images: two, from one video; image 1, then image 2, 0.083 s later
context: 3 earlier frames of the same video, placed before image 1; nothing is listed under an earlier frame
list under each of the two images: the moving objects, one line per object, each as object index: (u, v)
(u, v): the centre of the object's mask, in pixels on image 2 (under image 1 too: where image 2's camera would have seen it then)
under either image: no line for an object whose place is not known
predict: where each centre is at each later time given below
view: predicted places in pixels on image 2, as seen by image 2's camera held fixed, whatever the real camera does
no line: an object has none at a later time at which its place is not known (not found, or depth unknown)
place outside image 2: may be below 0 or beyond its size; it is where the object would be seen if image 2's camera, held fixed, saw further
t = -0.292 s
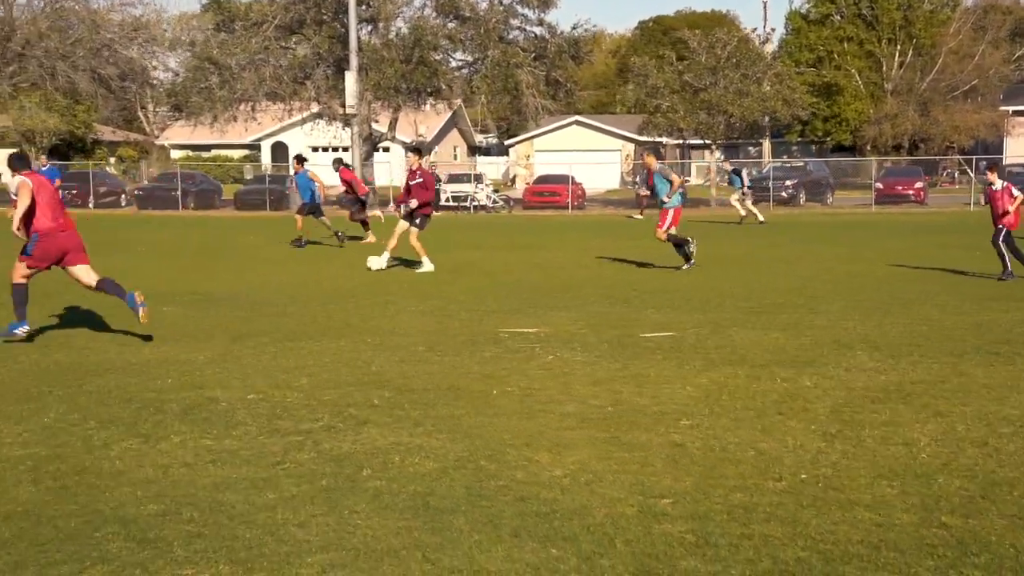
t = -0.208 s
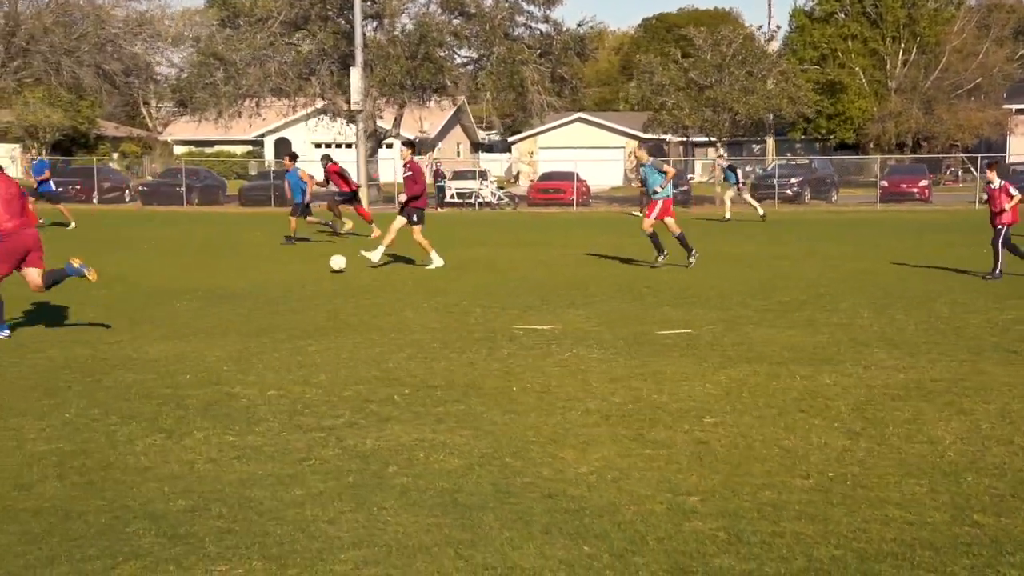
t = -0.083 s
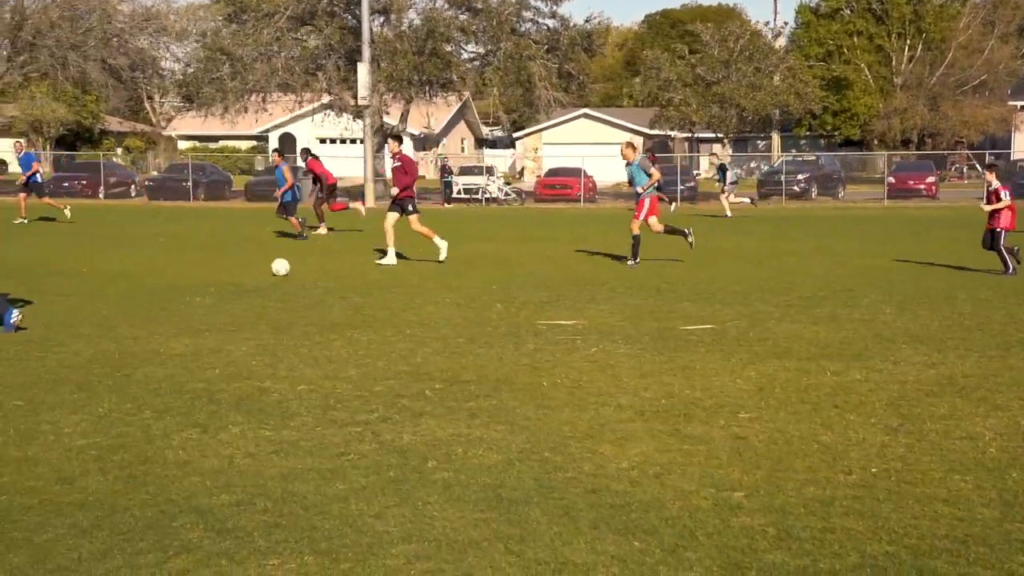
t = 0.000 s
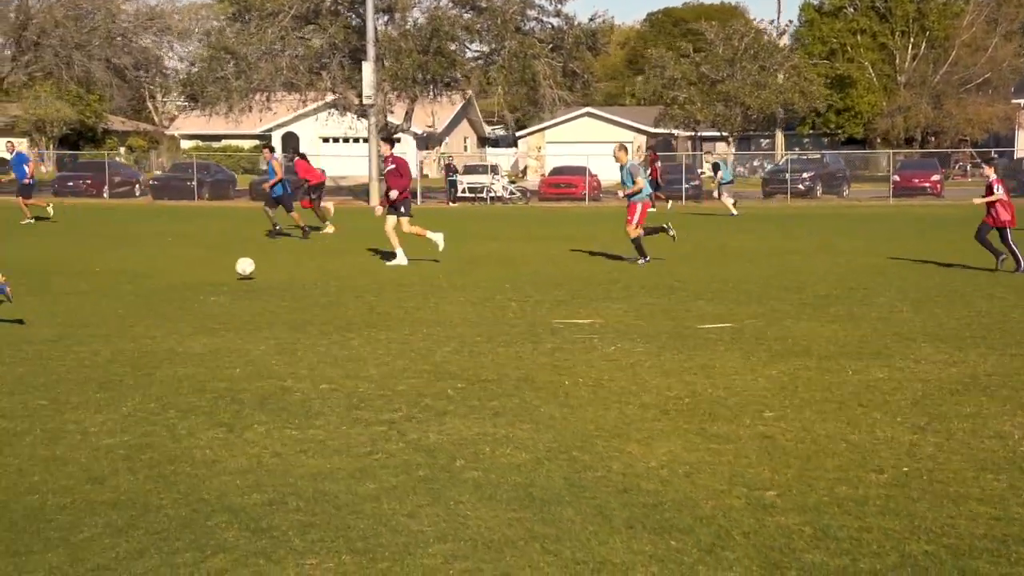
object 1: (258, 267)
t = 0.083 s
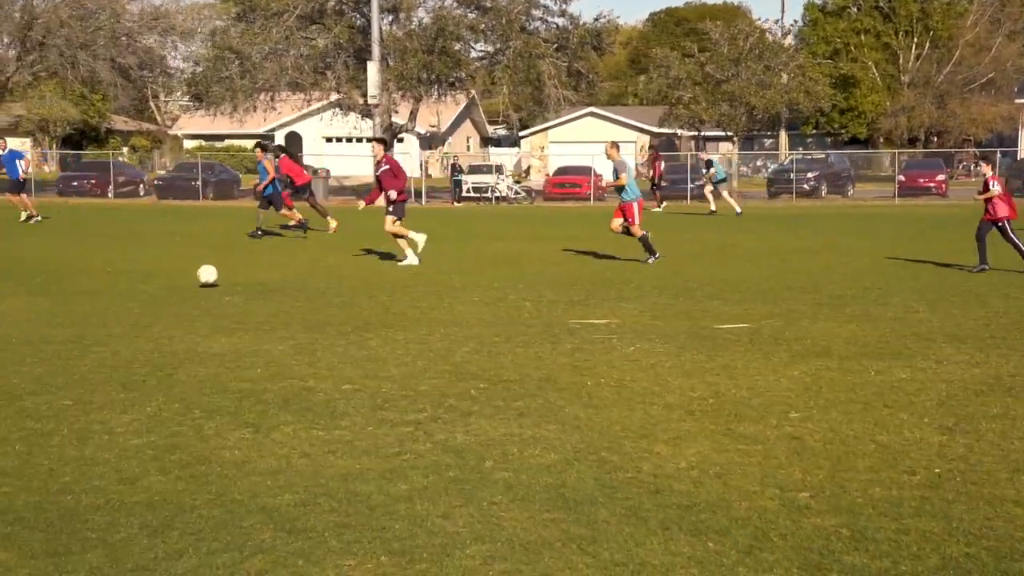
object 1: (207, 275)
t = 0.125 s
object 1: (180, 282)
